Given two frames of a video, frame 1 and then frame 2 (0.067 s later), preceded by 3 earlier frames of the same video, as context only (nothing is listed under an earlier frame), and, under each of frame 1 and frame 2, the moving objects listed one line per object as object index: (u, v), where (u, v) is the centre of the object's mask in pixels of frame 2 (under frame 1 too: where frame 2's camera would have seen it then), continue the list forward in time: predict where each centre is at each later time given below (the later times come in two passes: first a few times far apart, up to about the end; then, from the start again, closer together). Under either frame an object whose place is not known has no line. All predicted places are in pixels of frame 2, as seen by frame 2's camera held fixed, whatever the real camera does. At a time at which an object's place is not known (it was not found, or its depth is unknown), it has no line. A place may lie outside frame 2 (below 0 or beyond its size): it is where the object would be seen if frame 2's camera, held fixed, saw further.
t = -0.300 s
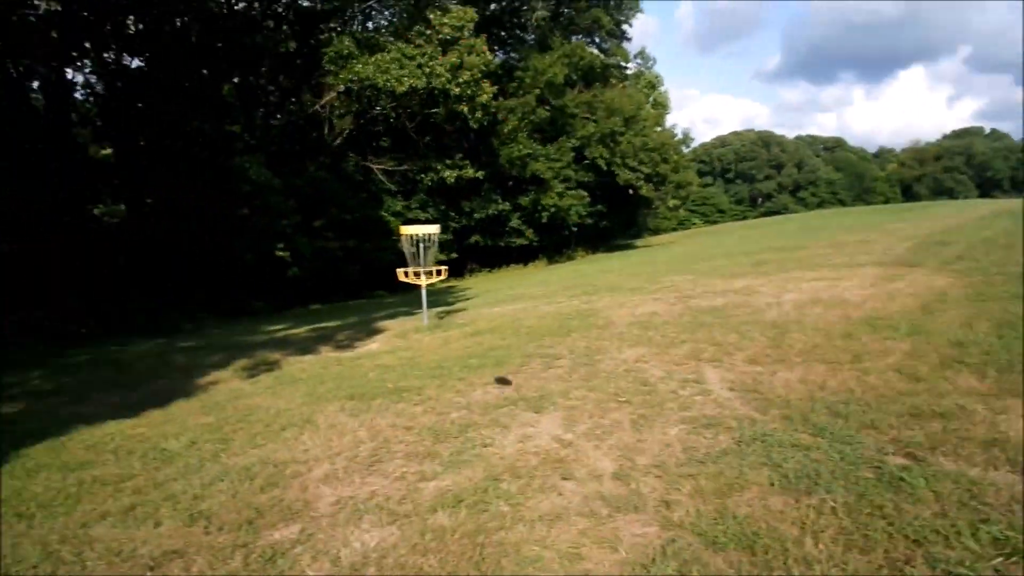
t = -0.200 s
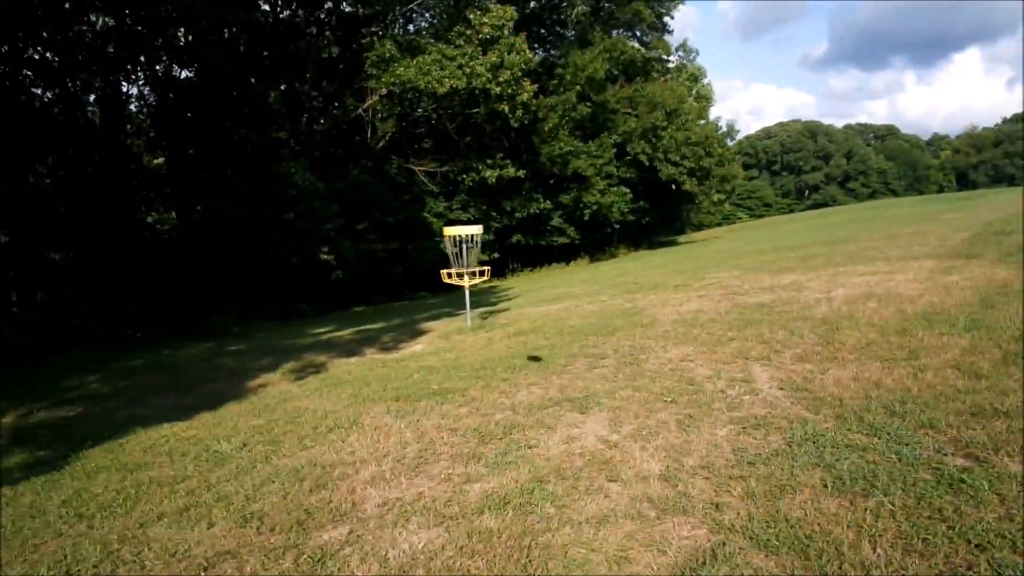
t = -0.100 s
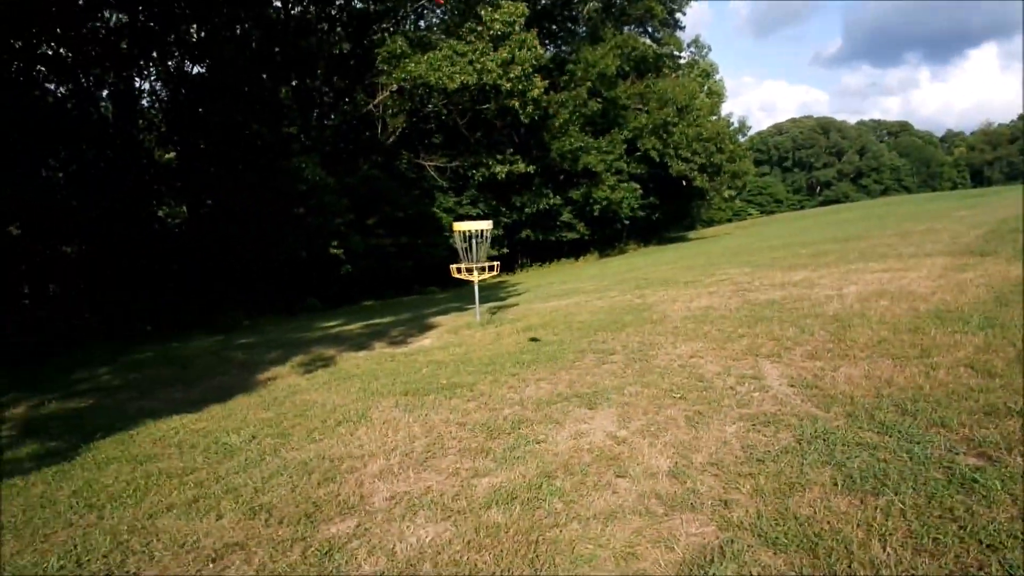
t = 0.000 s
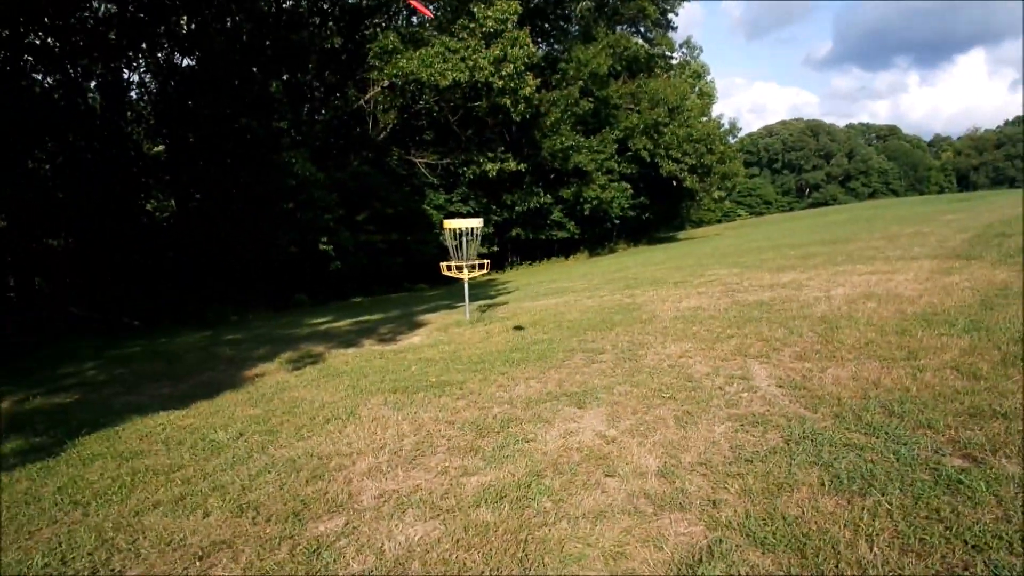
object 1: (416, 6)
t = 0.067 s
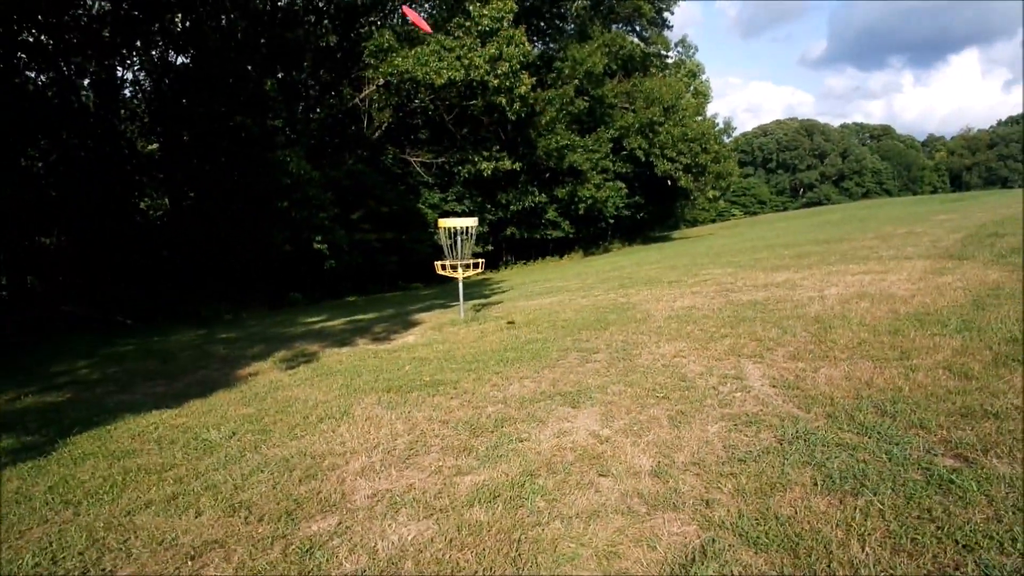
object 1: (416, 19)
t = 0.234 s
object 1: (432, 63)
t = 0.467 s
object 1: (471, 132)
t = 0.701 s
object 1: (518, 208)
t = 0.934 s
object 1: (573, 295)
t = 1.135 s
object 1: (572, 292)
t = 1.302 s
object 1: (565, 302)
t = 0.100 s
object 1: (417, 28)
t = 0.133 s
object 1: (421, 36)
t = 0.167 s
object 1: (425, 44)
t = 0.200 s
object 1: (427, 53)
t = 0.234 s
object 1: (432, 63)
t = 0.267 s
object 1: (437, 71)
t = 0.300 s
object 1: (442, 81)
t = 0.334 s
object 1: (447, 90)
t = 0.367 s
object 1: (453, 100)
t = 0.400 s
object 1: (458, 111)
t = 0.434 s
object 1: (465, 121)
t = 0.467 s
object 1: (471, 132)
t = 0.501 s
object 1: (476, 143)
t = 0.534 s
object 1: (483, 153)
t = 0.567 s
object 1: (489, 163)
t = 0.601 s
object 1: (497, 174)
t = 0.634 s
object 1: (504, 186)
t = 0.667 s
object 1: (511, 197)
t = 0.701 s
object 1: (518, 208)
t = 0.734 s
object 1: (526, 220)
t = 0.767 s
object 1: (534, 231)
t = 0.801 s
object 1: (542, 243)
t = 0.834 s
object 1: (550, 255)
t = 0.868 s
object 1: (558, 268)
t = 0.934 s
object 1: (573, 295)
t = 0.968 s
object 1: (580, 305)
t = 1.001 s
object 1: (579, 303)
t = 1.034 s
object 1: (577, 297)
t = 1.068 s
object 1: (576, 294)
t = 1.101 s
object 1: (574, 292)
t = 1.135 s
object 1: (572, 292)
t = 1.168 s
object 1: (570, 292)
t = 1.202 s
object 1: (569, 293)
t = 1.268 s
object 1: (566, 300)
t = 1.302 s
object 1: (565, 302)
